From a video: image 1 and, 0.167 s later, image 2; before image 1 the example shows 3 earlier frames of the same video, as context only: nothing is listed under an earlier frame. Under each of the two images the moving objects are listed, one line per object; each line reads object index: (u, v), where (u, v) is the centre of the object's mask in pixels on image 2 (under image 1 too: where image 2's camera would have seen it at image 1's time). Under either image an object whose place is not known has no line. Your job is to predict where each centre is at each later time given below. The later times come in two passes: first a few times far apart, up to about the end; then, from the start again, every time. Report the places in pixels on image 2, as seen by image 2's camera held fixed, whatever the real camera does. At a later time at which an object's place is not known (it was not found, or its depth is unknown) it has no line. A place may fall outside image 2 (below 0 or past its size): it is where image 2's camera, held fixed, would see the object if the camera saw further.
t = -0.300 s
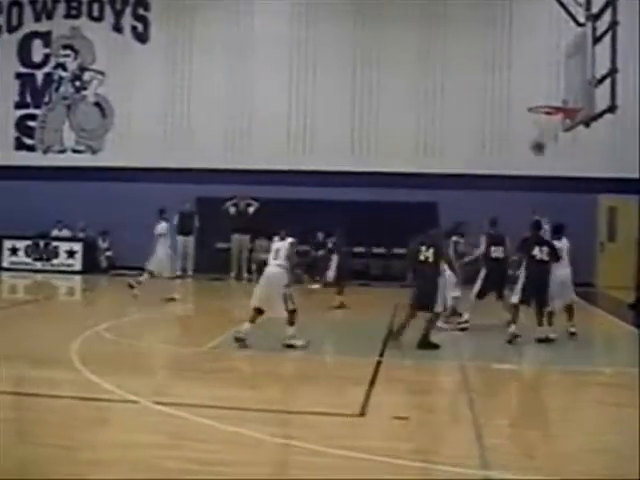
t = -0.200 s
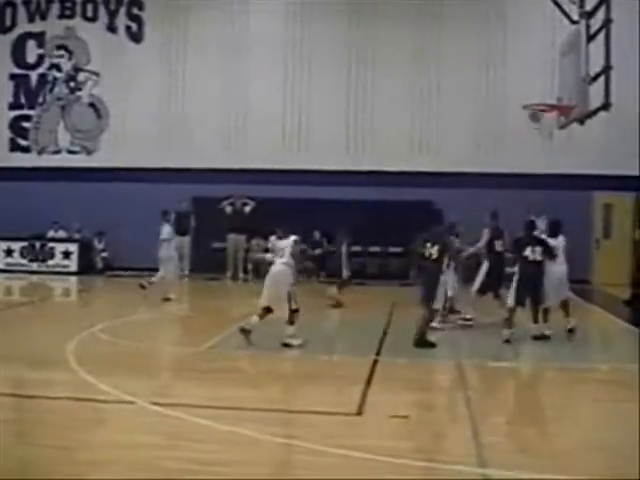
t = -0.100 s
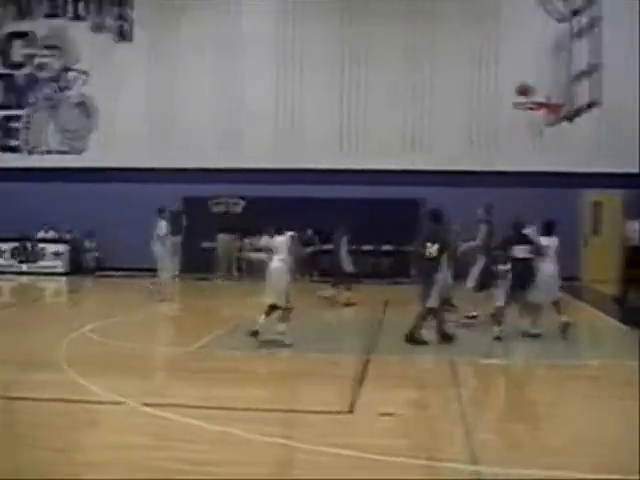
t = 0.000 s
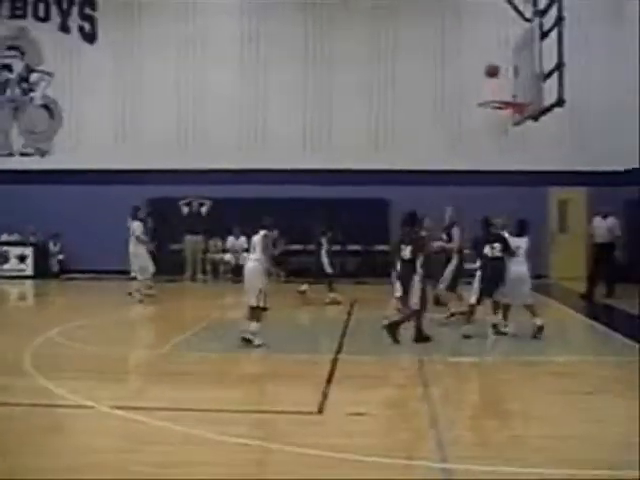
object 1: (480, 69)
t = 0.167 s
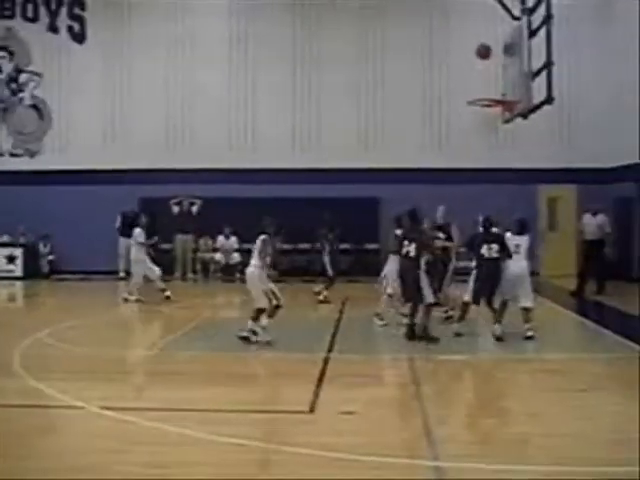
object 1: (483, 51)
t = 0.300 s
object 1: (485, 49)
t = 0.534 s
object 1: (489, 76)
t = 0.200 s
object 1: (483, 50)
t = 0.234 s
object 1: (484, 49)
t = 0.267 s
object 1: (484, 48)
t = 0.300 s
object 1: (485, 49)
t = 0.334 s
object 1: (485, 51)
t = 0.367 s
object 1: (486, 53)
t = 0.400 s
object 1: (486, 56)
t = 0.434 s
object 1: (486, 59)
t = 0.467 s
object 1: (487, 64)
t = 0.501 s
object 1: (488, 70)
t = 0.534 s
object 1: (489, 76)
